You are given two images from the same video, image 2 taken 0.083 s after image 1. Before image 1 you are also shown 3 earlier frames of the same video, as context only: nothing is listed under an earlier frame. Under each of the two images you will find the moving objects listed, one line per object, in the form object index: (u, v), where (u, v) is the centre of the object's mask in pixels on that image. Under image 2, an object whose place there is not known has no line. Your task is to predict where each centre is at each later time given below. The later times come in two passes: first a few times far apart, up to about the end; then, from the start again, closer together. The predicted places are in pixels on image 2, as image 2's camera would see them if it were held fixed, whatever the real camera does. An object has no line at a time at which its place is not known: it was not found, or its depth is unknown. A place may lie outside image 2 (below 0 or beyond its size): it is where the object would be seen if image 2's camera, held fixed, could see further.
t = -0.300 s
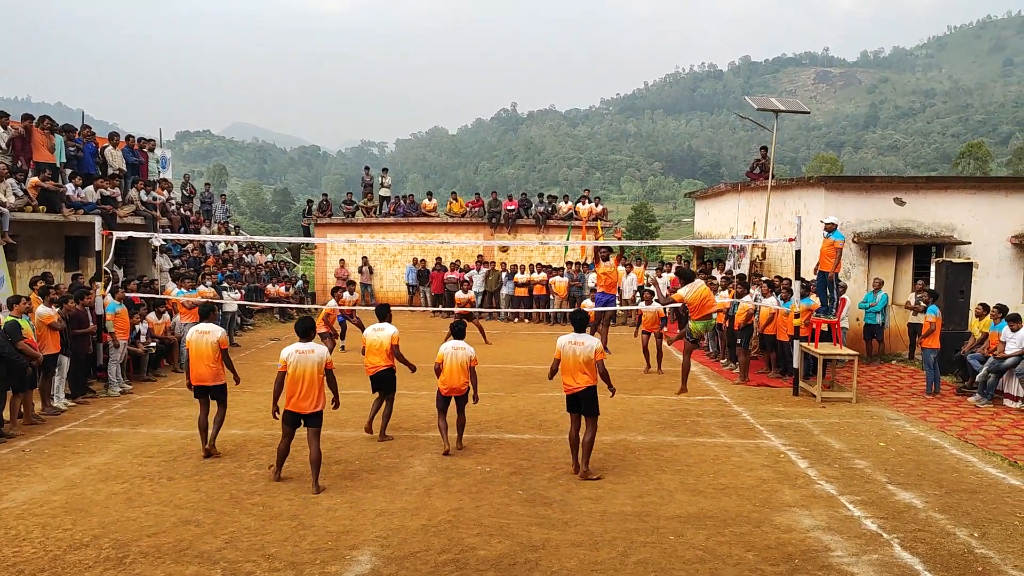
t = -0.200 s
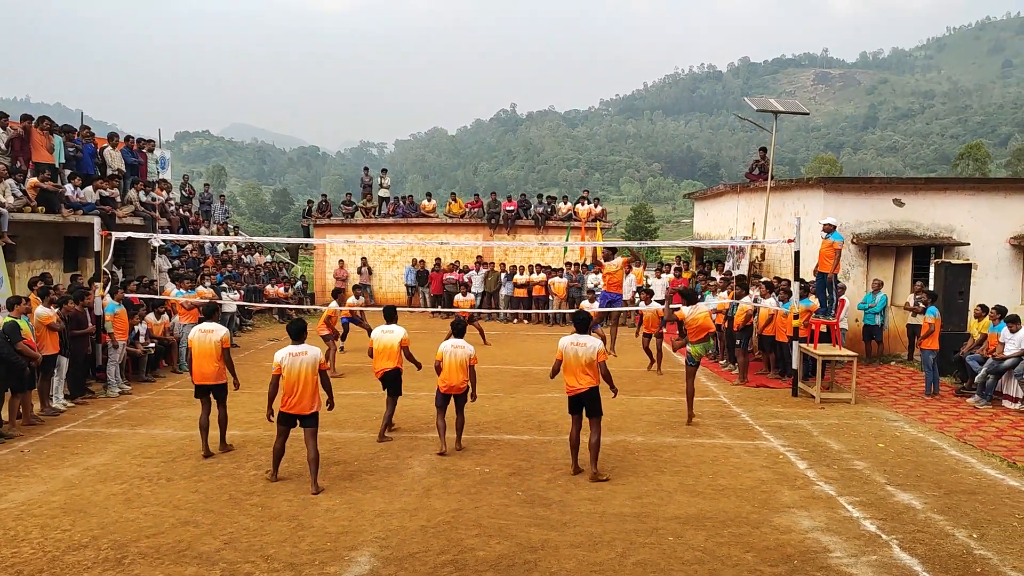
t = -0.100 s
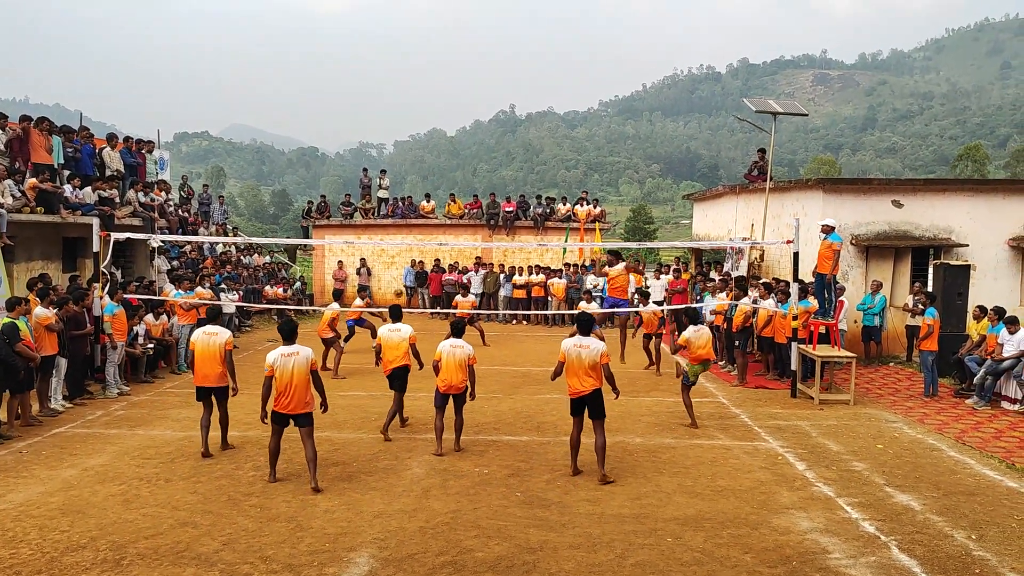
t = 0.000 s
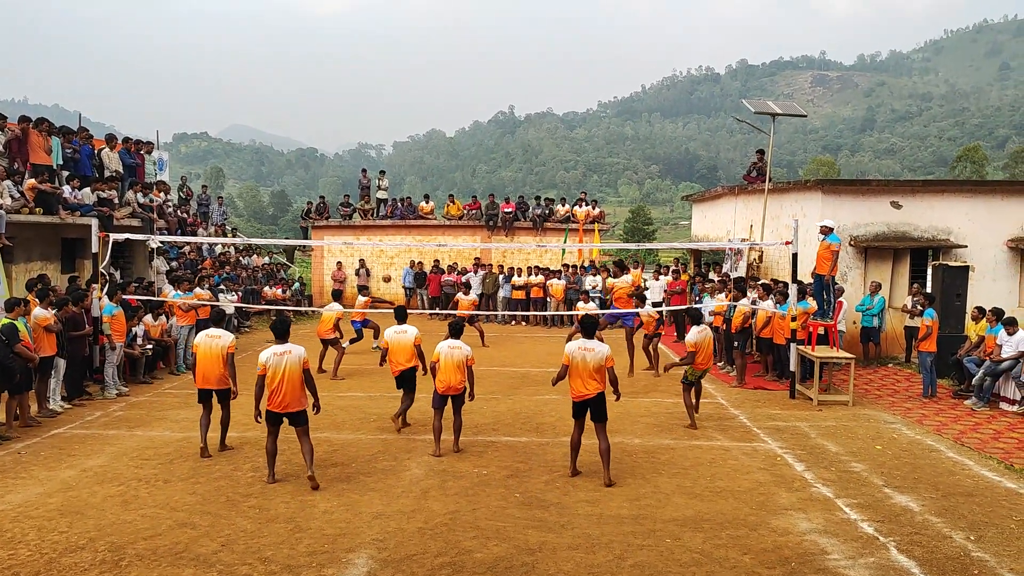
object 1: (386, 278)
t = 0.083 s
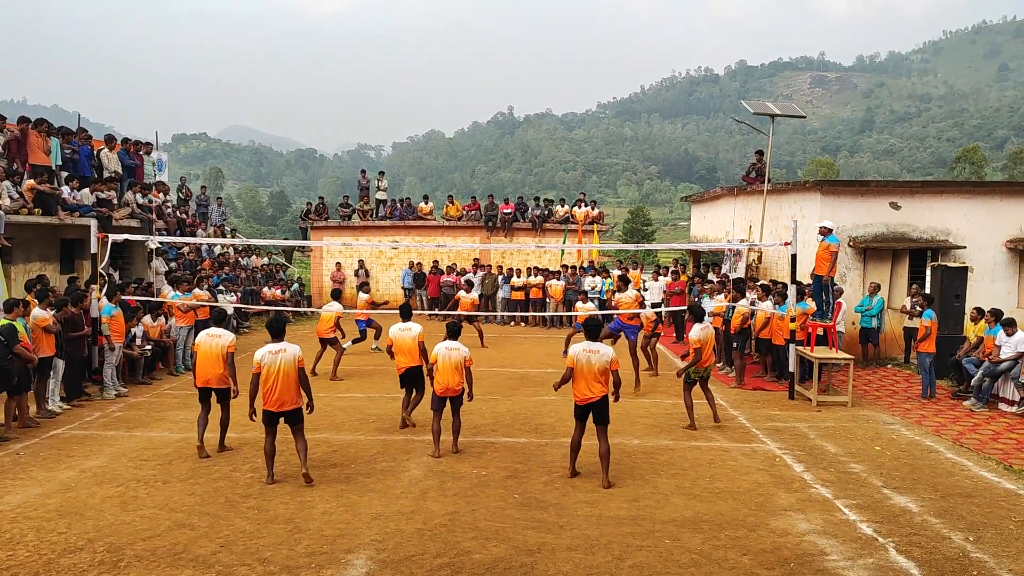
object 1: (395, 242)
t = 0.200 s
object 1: (405, 199)
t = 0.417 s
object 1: (425, 125)
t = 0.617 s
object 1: (444, 72)
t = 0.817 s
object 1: (464, 35)
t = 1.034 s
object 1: (487, 17)
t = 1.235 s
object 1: (511, 26)
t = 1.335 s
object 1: (524, 43)
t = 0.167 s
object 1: (402, 213)
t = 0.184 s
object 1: (405, 205)
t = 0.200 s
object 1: (405, 199)
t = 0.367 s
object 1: (421, 141)
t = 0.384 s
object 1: (423, 136)
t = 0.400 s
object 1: (424, 131)
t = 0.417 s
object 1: (425, 125)
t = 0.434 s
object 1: (427, 120)
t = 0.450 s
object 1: (428, 115)
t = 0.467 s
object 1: (430, 111)
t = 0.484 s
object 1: (431, 106)
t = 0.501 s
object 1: (433, 102)
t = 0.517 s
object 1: (435, 97)
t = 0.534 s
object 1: (436, 93)
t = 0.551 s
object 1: (438, 88)
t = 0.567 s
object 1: (439, 84)
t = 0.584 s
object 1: (441, 79)
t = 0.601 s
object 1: (442, 75)
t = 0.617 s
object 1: (444, 72)
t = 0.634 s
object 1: (445, 68)
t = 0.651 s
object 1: (447, 64)
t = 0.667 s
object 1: (449, 61)
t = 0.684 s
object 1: (451, 57)
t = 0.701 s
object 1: (452, 54)
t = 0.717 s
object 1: (454, 51)
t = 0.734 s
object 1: (455, 48)
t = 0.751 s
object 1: (457, 45)
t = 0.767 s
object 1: (458, 42)
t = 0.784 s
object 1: (460, 39)
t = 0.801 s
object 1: (462, 37)
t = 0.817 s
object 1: (464, 35)
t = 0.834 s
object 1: (465, 32)
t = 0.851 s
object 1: (467, 30)
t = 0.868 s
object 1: (469, 28)
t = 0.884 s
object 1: (471, 26)
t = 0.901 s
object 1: (472, 24)
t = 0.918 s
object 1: (474, 23)
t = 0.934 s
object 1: (476, 21)
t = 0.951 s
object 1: (477, 20)
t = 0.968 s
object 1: (479, 19)
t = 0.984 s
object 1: (481, 19)
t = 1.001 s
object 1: (483, 18)
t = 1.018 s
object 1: (485, 17)
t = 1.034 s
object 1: (487, 17)
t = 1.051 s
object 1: (489, 16)
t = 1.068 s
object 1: (491, 16)
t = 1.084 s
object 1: (493, 17)
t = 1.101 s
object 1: (494, 17)
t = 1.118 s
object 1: (496, 17)
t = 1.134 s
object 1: (498, 18)
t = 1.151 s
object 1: (500, 19)
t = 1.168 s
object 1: (503, 21)
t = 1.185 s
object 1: (505, 22)
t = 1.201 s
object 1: (507, 23)
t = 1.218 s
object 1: (509, 25)
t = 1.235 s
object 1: (511, 26)
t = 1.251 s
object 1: (513, 29)
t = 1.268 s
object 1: (514, 31)
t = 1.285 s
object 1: (517, 34)
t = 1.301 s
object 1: (519, 37)
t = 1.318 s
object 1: (521, 40)
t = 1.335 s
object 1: (524, 43)
